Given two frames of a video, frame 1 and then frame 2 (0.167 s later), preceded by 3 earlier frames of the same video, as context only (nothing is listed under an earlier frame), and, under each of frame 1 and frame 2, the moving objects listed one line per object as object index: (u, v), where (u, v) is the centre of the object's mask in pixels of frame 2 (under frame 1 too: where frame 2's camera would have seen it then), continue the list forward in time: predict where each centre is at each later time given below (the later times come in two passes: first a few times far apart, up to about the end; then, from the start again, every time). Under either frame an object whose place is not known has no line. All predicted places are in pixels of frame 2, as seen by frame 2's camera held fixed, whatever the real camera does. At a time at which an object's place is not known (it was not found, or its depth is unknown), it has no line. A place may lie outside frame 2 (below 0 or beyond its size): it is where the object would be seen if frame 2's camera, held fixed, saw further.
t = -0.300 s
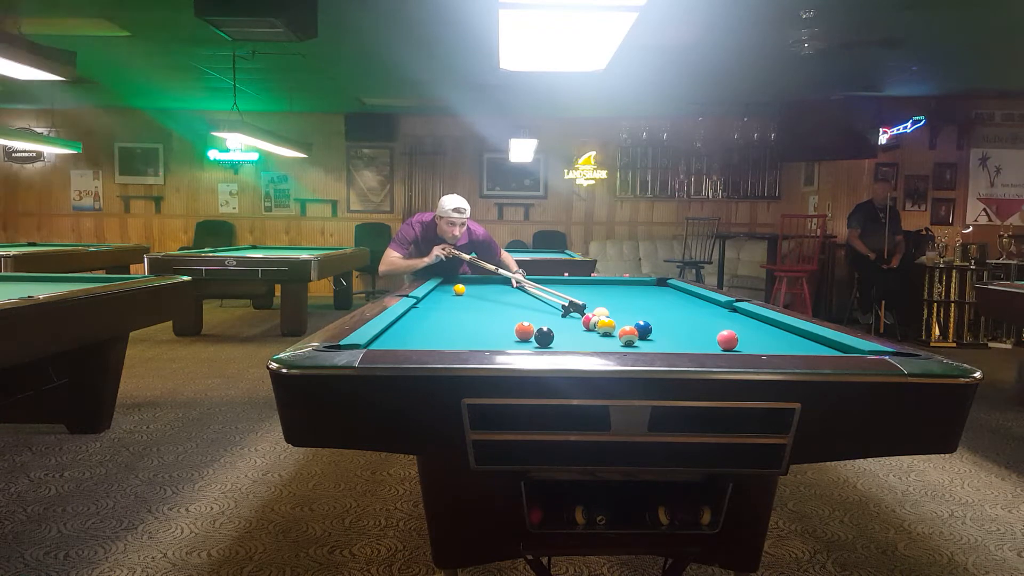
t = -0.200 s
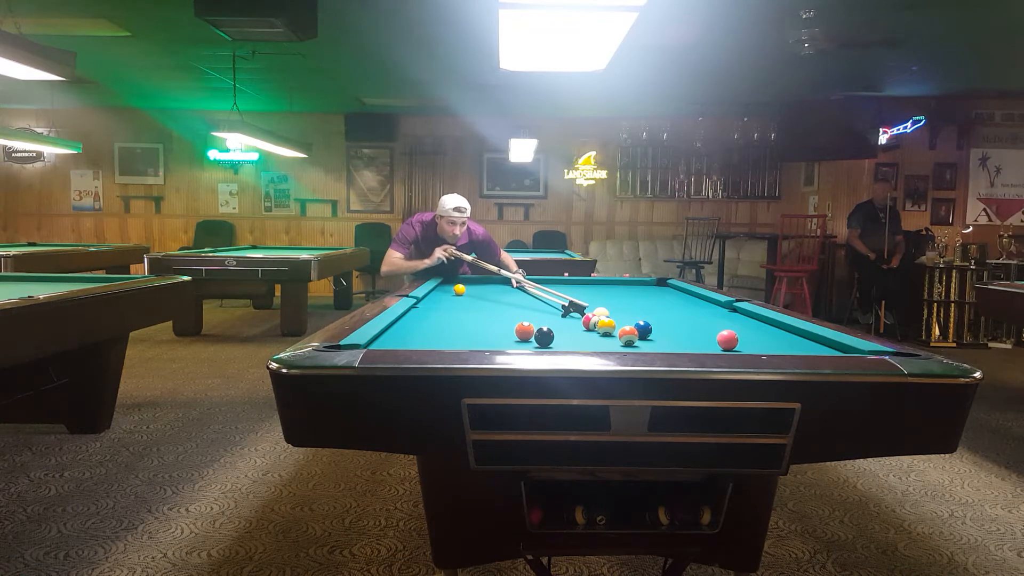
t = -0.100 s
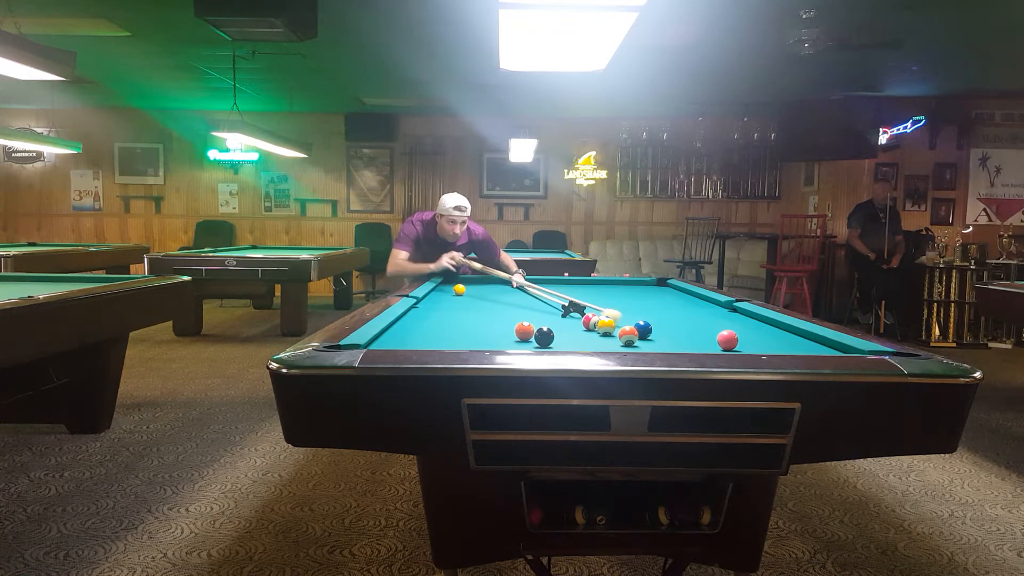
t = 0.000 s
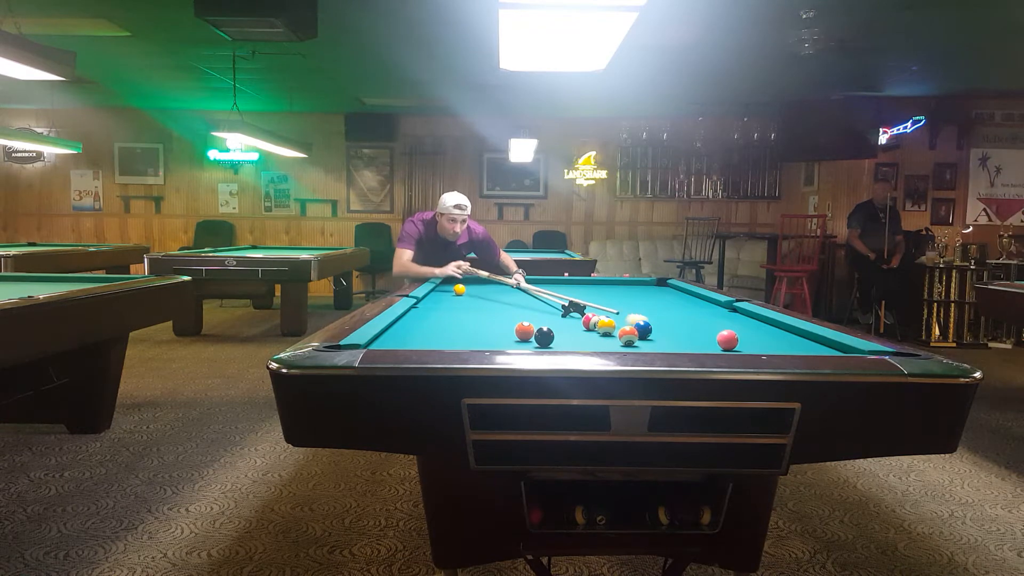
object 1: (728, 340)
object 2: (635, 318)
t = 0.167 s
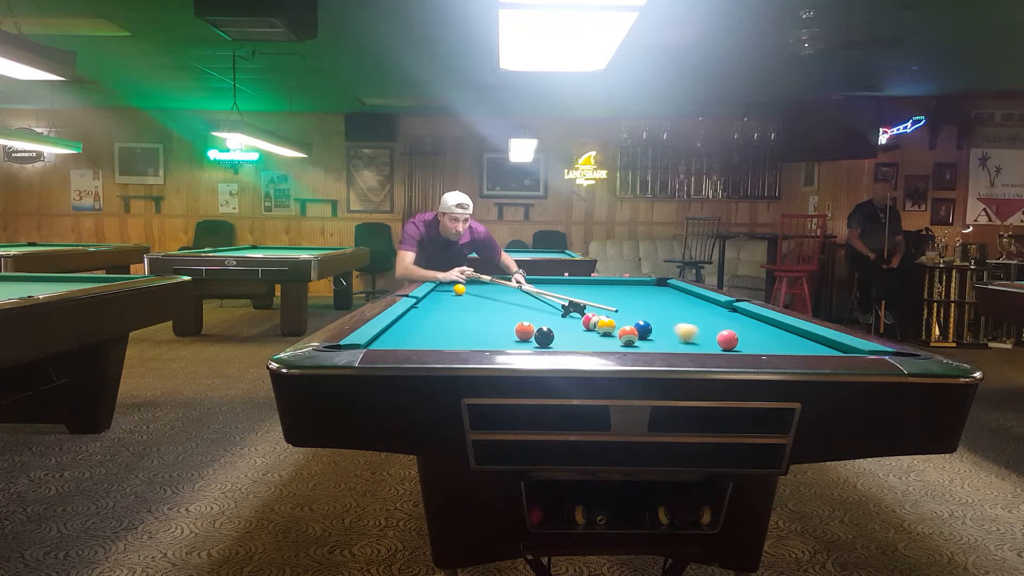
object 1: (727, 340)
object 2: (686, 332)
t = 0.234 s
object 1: (728, 340)
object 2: (706, 337)
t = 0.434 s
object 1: (802, 346)
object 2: (709, 343)
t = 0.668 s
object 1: (884, 354)
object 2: (716, 347)
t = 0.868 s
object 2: (707, 346)
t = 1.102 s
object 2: (693, 343)
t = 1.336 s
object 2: (681, 339)
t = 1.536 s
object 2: (671, 335)
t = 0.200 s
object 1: (727, 340)
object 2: (697, 334)
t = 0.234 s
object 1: (728, 340)
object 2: (706, 337)
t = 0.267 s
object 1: (742, 340)
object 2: (706, 338)
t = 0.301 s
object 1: (755, 342)
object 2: (705, 339)
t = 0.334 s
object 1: (768, 343)
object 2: (706, 340)
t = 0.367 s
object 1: (779, 344)
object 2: (706, 341)
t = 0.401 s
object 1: (791, 345)
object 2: (708, 342)
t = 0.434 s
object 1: (802, 346)
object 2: (709, 343)
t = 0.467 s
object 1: (813, 347)
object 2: (709, 343)
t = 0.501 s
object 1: (826, 348)
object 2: (711, 344)
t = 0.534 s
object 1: (839, 348)
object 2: (712, 345)
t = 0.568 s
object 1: (851, 349)
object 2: (713, 345)
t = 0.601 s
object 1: (862, 350)
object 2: (714, 346)
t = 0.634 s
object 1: (875, 352)
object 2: (715, 346)
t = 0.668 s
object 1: (884, 354)
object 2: (716, 347)
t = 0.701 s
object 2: (717, 348)
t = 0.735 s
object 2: (716, 348)
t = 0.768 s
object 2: (714, 347)
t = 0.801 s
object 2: (711, 347)
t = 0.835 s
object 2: (709, 346)
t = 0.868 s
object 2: (707, 346)
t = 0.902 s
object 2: (705, 345)
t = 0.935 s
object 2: (703, 345)
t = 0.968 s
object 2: (701, 345)
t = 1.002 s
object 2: (699, 344)
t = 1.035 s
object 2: (697, 344)
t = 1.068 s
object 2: (695, 343)
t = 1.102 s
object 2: (693, 343)
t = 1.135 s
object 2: (691, 342)
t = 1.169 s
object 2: (689, 342)
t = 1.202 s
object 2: (688, 341)
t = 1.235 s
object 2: (686, 341)
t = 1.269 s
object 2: (684, 340)
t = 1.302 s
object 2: (682, 339)
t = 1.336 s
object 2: (681, 339)
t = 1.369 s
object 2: (679, 338)
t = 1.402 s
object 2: (677, 337)
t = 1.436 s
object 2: (676, 337)
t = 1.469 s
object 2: (674, 336)
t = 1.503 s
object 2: (673, 335)
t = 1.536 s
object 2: (671, 335)
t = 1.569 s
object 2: (670, 334)
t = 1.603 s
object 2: (668, 334)
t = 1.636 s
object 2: (667, 333)
